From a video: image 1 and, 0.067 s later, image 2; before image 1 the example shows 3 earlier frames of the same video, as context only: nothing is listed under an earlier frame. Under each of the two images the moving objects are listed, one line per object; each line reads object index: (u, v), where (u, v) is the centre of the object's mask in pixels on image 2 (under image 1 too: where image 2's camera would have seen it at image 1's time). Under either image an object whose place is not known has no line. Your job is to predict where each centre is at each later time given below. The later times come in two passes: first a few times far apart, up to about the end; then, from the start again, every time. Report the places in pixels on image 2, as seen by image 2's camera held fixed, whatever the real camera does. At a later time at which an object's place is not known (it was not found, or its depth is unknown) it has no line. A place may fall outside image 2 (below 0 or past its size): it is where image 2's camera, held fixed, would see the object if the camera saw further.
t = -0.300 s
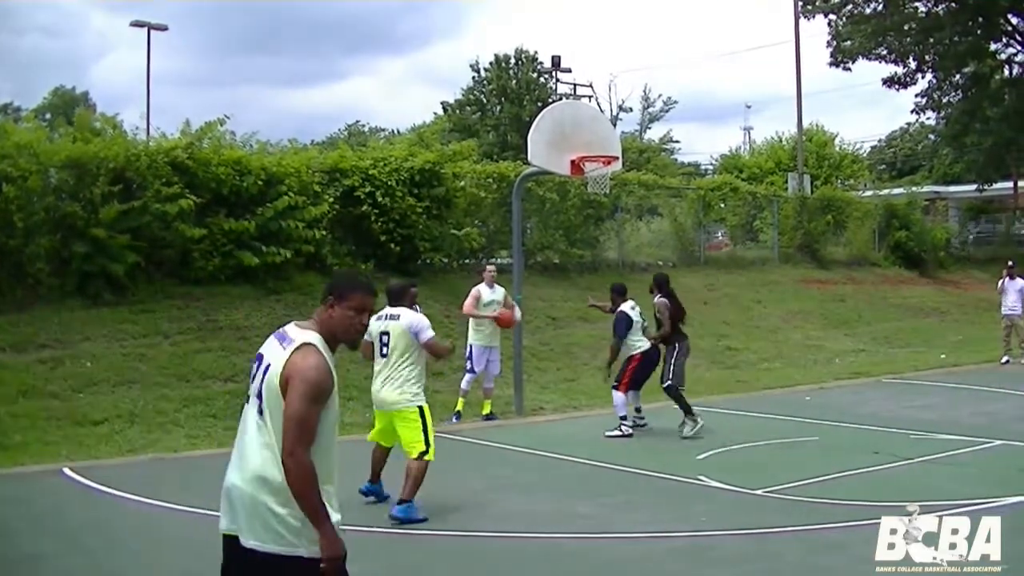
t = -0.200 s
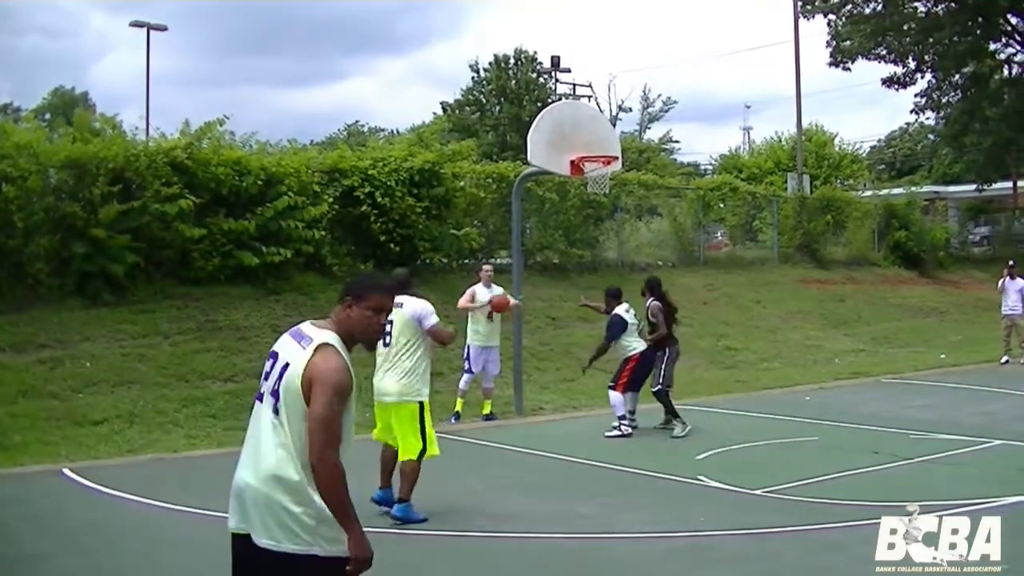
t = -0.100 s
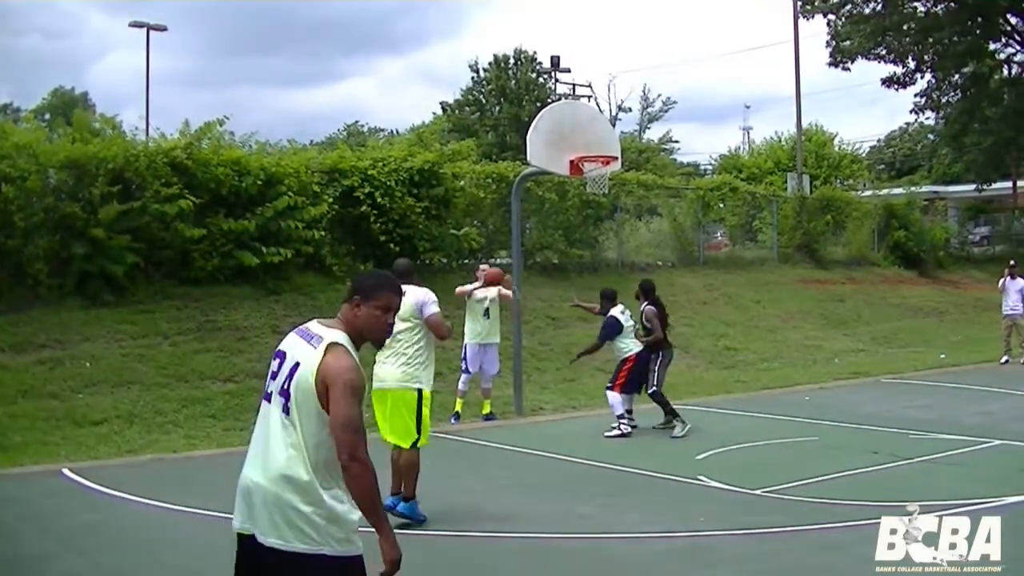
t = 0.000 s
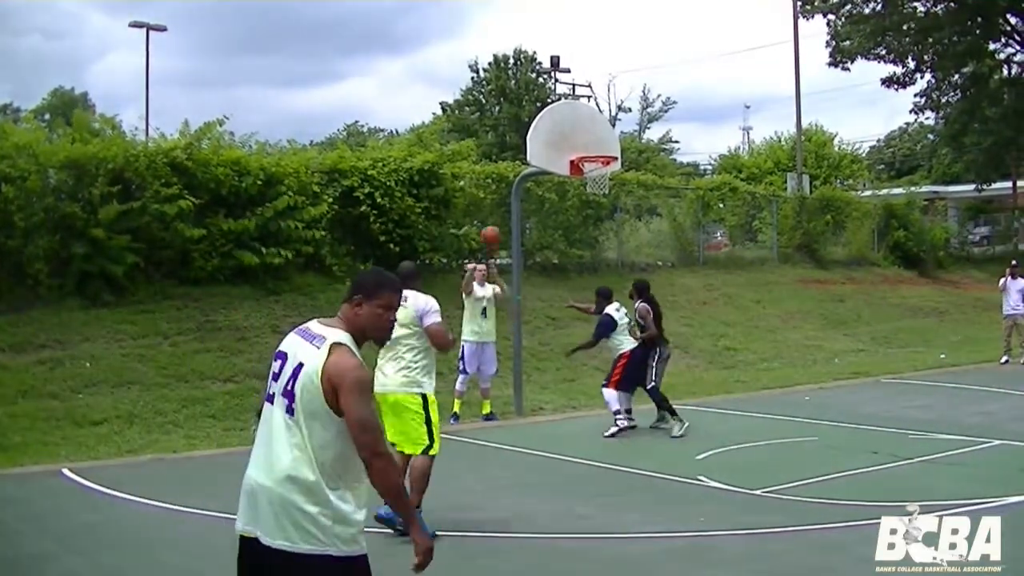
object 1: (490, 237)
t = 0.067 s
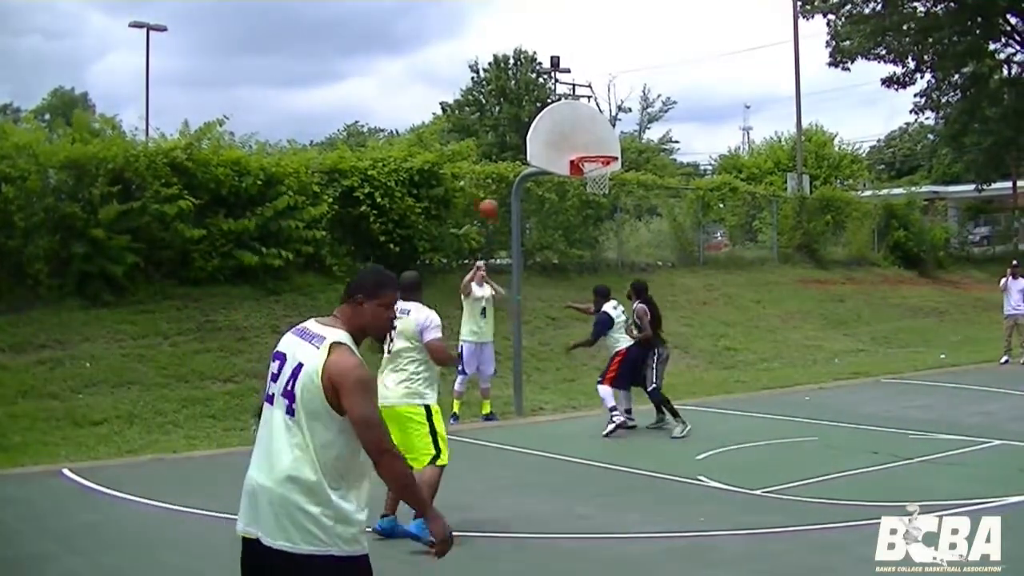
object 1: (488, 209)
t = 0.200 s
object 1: (484, 164)
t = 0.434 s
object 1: (476, 112)
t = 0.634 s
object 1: (472, 102)
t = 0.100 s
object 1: (487, 196)
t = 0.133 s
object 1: (486, 186)
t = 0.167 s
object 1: (484, 175)
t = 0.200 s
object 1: (484, 164)
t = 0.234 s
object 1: (483, 154)
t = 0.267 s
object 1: (483, 144)
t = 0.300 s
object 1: (481, 136)
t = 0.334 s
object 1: (480, 128)
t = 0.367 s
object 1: (479, 123)
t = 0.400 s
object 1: (477, 117)
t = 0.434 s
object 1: (476, 112)
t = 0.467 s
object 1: (475, 107)
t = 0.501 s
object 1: (474, 104)
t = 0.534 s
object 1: (474, 102)
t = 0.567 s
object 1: (473, 101)
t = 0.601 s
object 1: (472, 101)
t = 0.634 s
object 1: (472, 102)
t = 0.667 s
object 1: (472, 102)
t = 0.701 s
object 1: (470, 106)
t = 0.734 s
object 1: (468, 111)
